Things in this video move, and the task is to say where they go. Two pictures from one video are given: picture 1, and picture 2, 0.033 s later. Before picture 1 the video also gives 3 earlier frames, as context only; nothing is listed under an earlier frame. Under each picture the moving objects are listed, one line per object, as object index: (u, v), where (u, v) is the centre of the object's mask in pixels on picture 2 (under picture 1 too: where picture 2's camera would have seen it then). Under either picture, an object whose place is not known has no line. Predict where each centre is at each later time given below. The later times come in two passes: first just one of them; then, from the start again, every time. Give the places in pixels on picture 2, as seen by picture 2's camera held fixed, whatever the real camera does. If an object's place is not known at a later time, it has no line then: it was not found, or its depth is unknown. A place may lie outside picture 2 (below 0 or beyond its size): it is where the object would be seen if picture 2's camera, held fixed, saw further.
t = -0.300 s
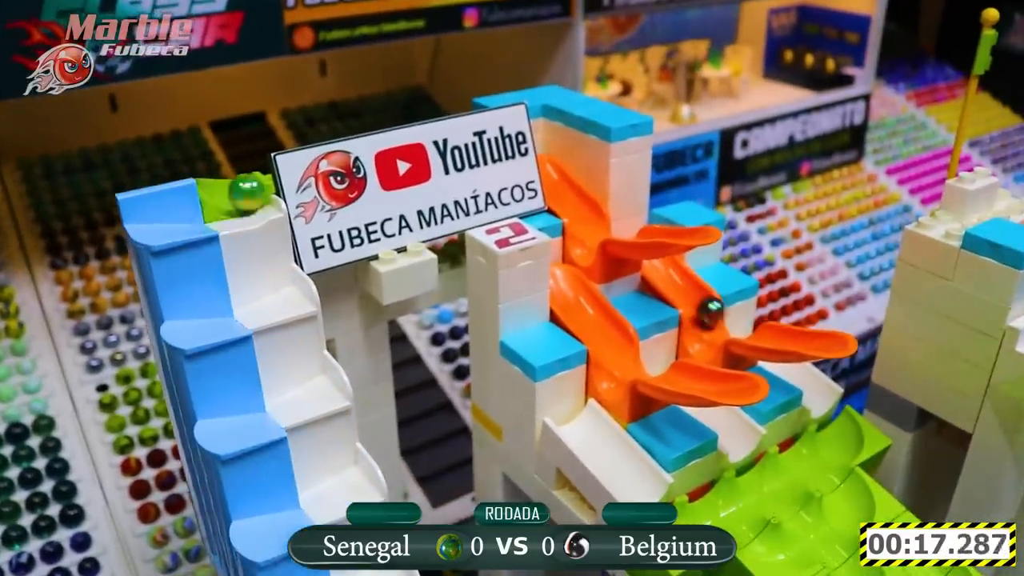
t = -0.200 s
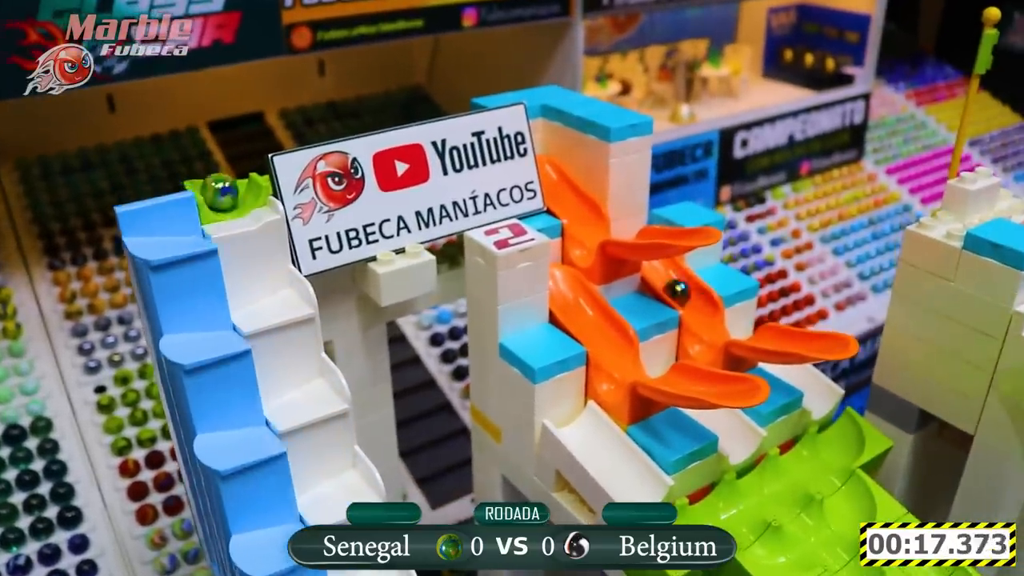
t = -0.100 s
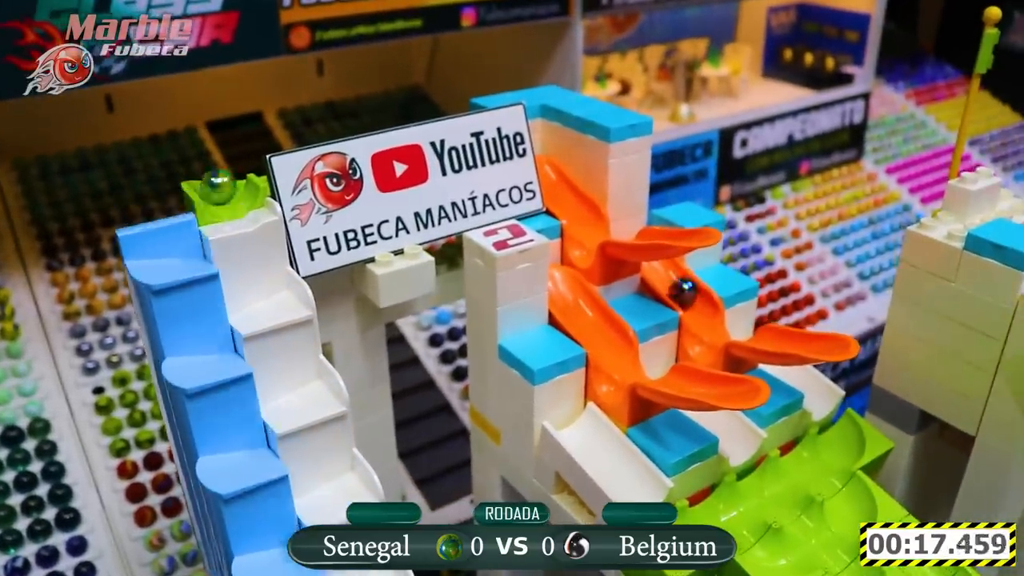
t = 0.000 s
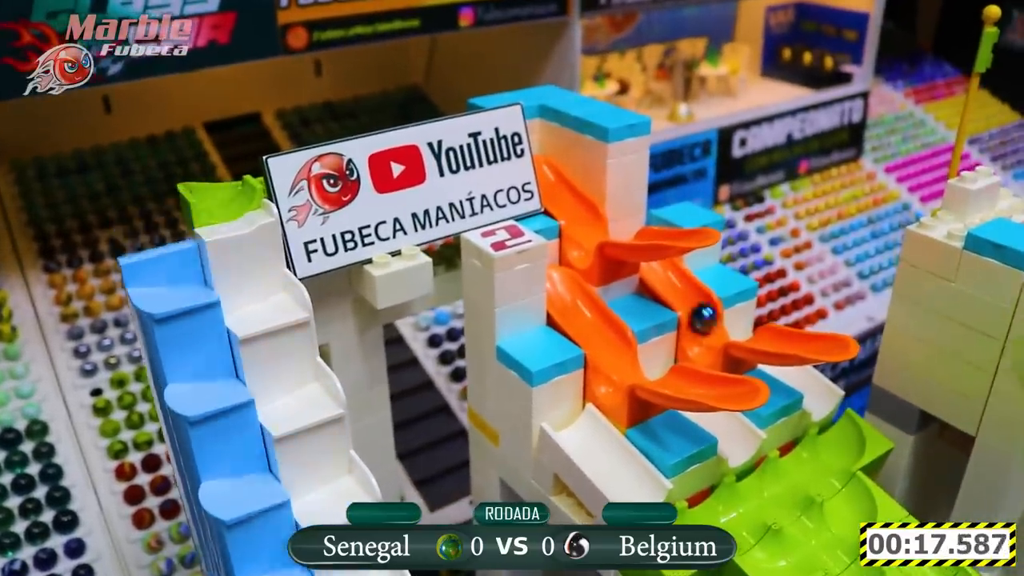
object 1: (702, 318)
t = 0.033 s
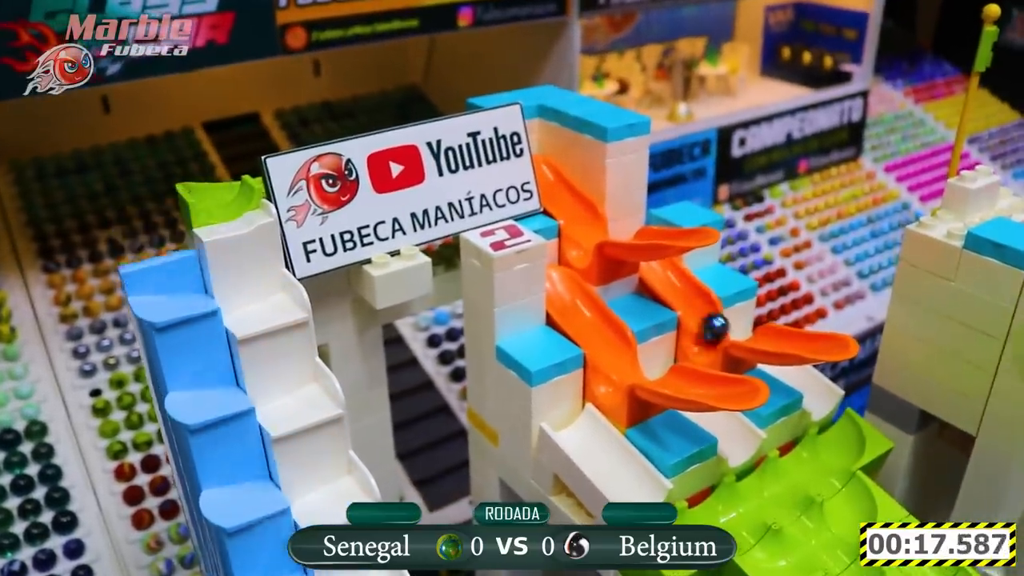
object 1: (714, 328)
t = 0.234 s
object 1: (756, 335)
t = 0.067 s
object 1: (725, 331)
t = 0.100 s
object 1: (738, 331)
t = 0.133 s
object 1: (750, 333)
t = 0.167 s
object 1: (759, 333)
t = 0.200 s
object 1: (761, 334)
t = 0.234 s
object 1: (756, 335)
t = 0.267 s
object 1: (749, 335)
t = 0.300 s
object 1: (744, 333)
